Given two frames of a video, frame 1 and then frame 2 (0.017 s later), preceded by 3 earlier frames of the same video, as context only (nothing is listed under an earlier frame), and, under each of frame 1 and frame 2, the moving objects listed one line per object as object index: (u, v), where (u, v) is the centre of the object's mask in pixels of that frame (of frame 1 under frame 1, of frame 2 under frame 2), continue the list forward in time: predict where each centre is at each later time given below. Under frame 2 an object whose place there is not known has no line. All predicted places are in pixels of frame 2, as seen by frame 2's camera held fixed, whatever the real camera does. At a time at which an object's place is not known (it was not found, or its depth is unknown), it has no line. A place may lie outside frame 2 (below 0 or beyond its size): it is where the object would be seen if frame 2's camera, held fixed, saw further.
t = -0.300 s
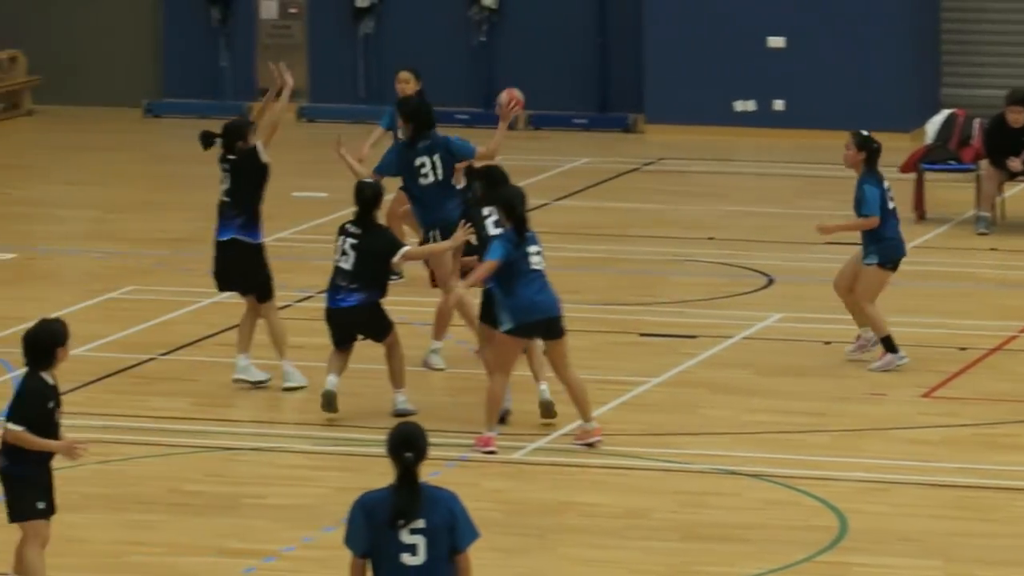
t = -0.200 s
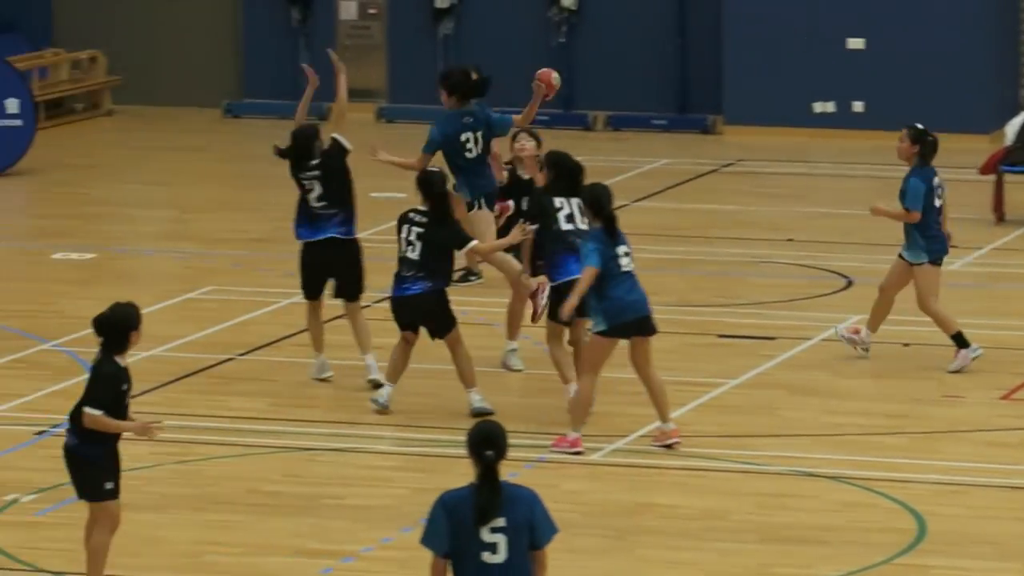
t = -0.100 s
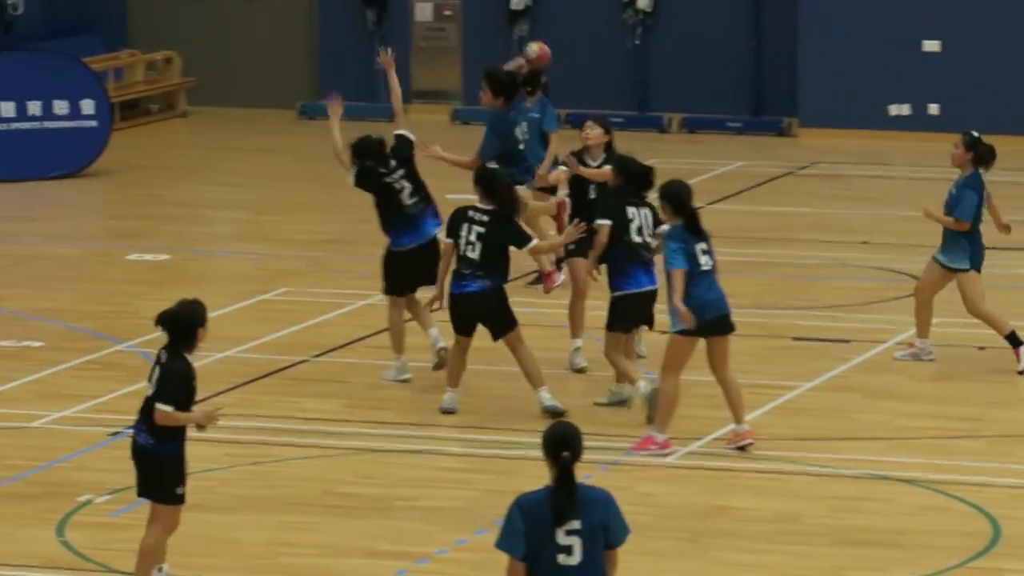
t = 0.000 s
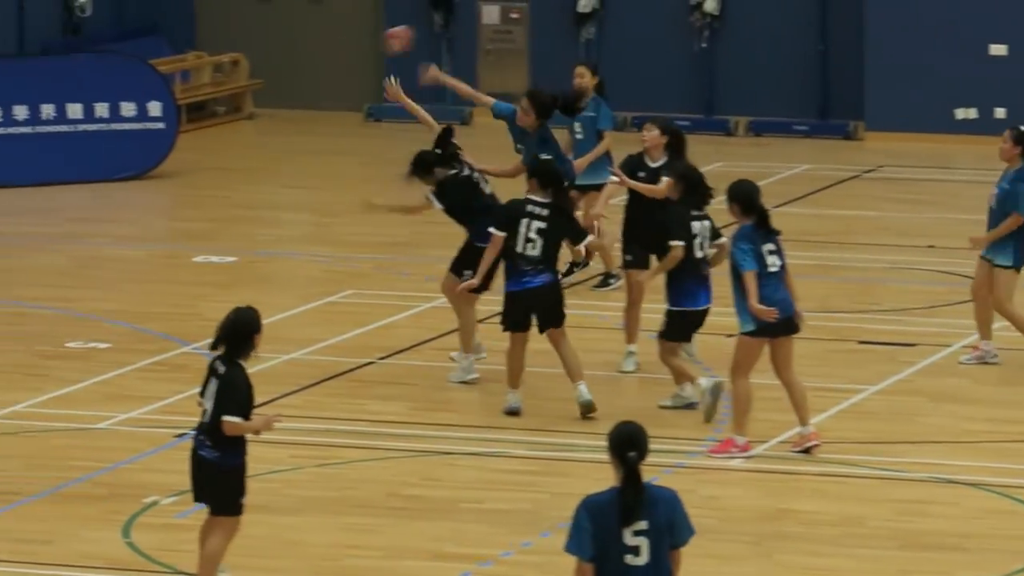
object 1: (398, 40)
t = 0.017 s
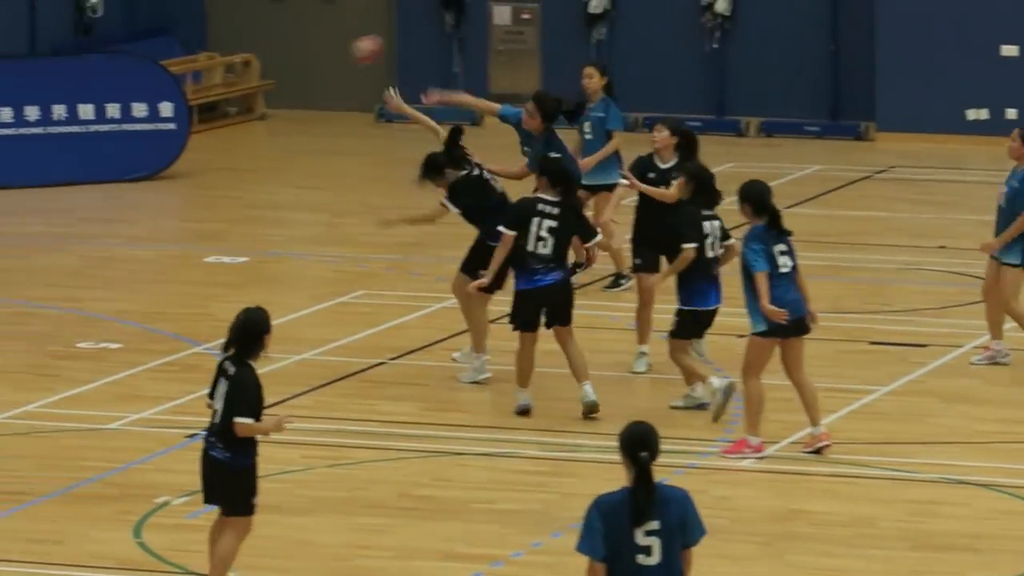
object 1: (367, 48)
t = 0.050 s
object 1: (281, 67)
